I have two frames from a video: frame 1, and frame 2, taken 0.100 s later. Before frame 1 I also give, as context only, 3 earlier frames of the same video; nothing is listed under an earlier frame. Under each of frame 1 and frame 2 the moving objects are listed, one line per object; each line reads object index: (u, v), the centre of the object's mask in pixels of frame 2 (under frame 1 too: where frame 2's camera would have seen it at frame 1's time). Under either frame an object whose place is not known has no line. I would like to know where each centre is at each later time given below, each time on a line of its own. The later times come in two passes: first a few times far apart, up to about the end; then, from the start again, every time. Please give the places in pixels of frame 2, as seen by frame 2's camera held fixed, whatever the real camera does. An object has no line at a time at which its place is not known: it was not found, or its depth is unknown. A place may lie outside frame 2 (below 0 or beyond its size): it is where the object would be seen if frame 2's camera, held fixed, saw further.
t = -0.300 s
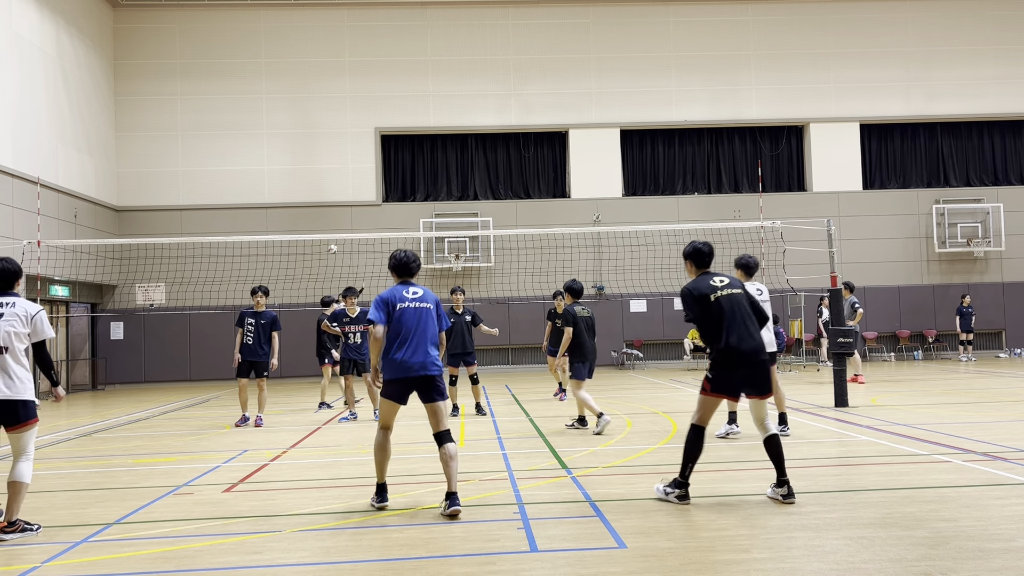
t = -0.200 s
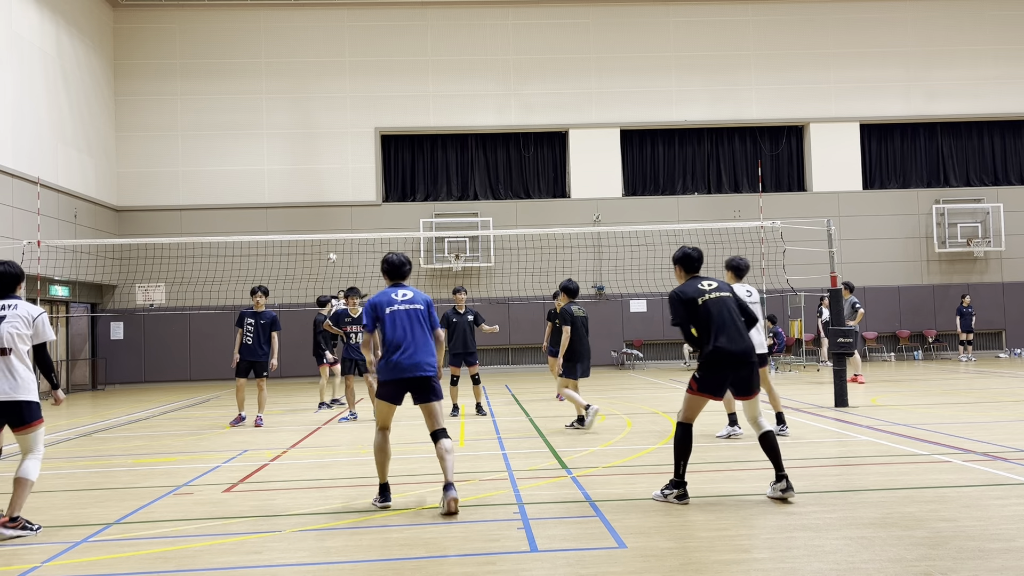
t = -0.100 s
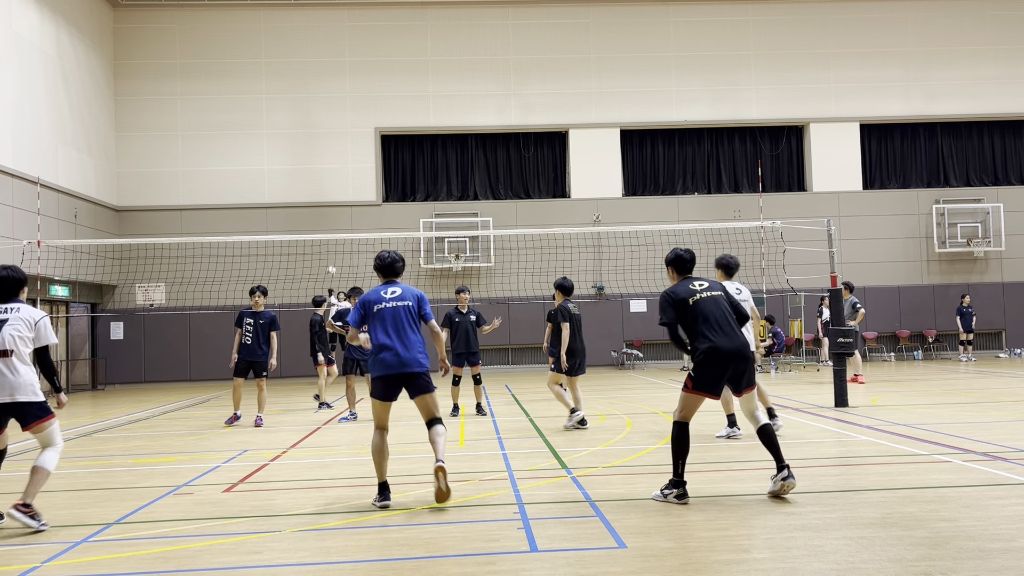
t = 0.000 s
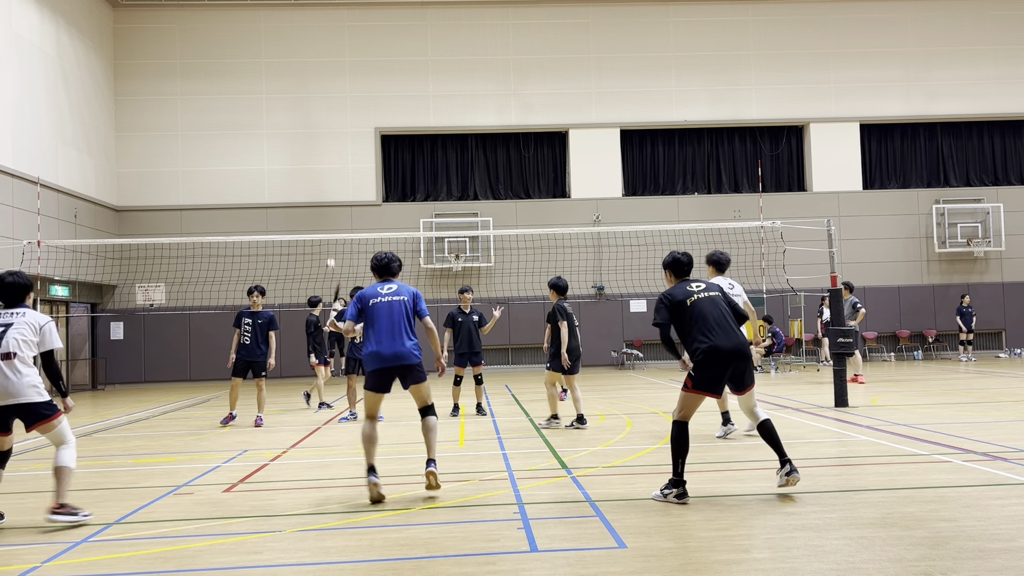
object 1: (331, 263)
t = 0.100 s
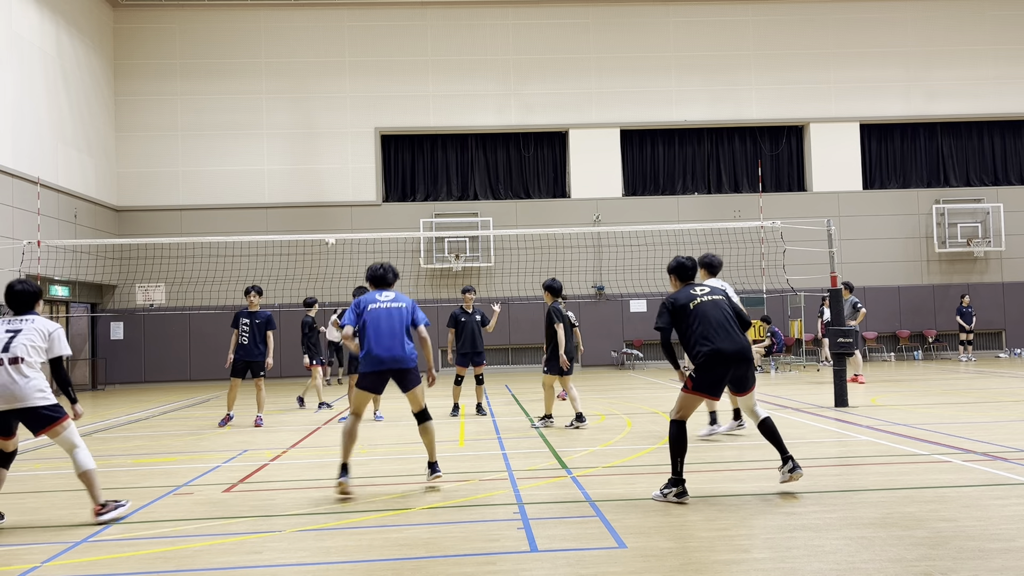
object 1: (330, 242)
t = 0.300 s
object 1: (330, 197)
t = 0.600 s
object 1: (331, 158)
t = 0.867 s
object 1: (326, 174)
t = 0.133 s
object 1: (329, 231)
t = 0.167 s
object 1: (329, 226)
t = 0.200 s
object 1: (329, 218)
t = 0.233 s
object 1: (330, 211)
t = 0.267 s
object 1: (330, 204)
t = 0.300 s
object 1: (330, 197)
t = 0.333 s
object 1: (330, 190)
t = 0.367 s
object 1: (330, 184)
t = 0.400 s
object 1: (330, 179)
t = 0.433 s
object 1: (331, 174)
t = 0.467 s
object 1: (331, 170)
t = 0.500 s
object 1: (331, 166)
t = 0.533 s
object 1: (331, 163)
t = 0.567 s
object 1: (331, 160)
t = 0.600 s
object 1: (331, 158)
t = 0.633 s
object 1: (331, 157)
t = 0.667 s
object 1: (331, 156)
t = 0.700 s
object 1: (330, 156)
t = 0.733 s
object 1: (330, 157)
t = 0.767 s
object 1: (329, 160)
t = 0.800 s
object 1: (328, 163)
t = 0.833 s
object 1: (327, 168)
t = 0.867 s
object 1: (326, 174)
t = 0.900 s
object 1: (325, 182)
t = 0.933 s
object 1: (323, 192)
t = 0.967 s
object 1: (321, 205)
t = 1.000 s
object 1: (319, 217)
